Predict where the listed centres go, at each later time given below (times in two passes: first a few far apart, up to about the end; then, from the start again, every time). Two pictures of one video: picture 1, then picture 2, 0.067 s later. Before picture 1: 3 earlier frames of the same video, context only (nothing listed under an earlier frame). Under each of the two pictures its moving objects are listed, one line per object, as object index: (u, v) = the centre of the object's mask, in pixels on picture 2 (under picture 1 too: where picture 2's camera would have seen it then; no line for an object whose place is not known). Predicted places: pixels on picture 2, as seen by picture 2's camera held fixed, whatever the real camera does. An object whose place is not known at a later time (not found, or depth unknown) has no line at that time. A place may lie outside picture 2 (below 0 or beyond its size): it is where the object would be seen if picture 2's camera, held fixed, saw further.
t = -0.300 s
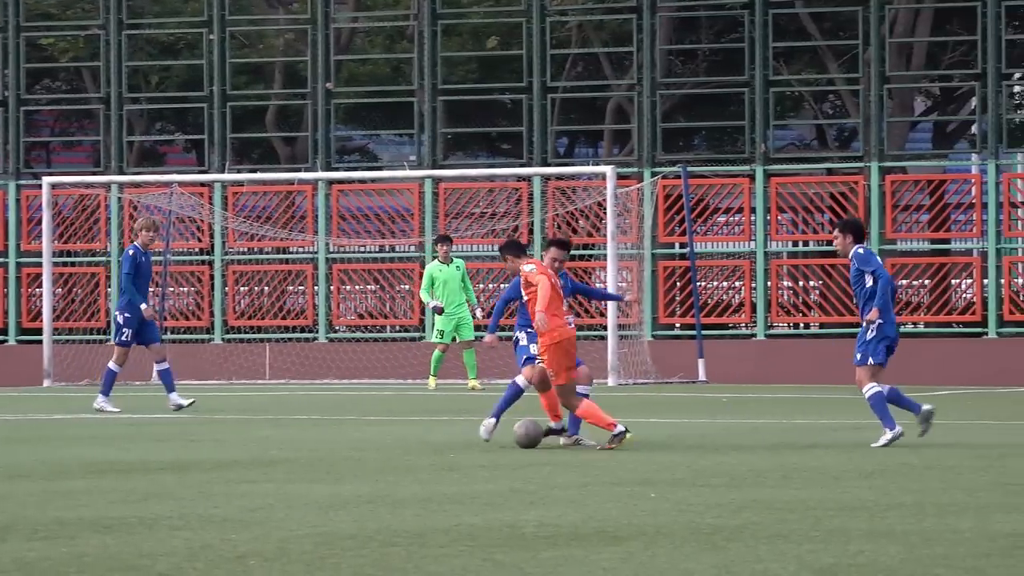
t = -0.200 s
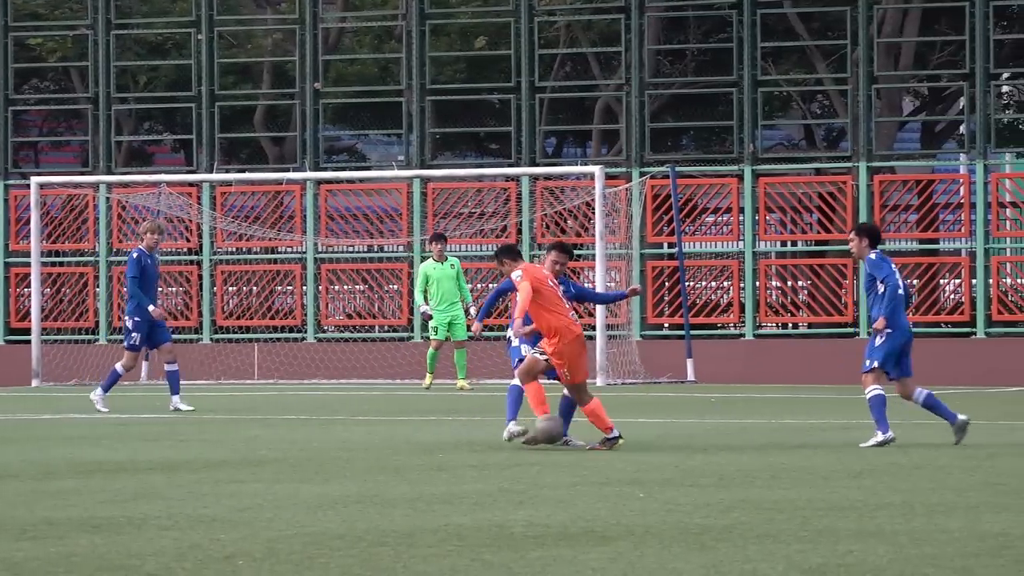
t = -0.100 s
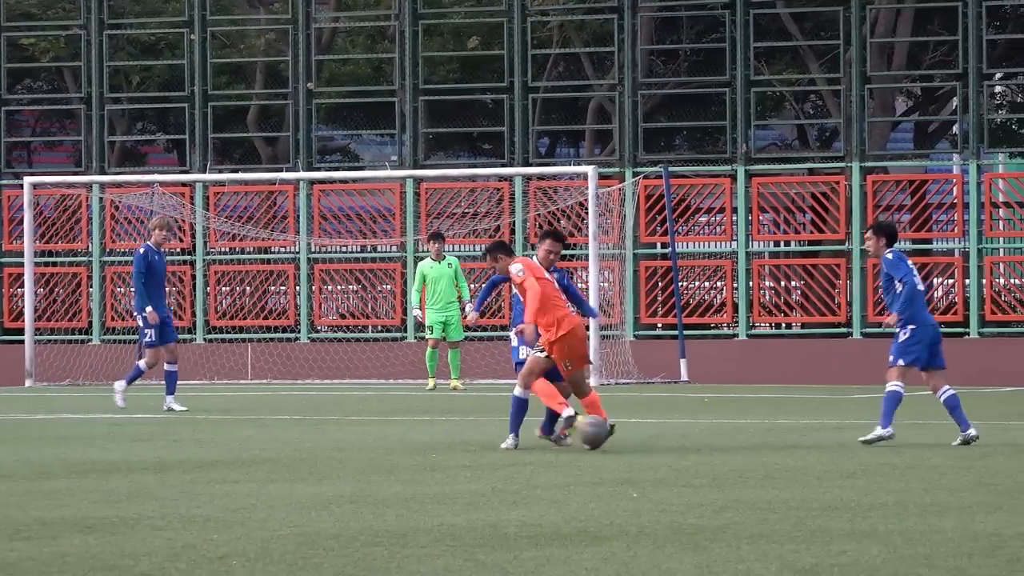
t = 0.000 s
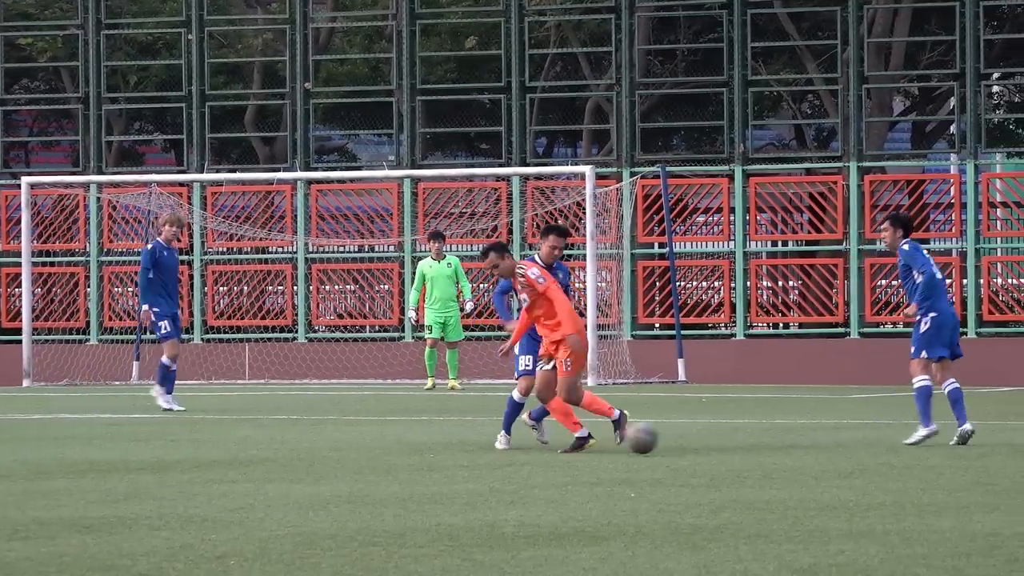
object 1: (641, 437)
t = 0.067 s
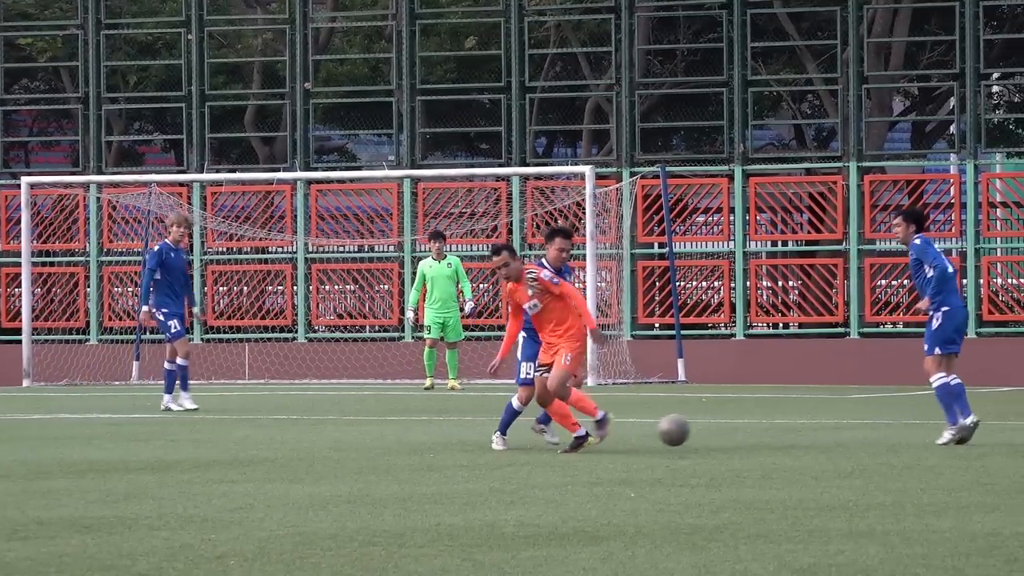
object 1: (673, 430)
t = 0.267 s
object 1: (775, 446)
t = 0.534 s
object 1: (902, 447)
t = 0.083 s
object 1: (681, 429)
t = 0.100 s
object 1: (690, 428)
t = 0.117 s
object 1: (698, 428)
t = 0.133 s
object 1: (706, 428)
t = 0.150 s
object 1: (715, 429)
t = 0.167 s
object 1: (723, 430)
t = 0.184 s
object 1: (732, 431)
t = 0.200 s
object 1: (740, 433)
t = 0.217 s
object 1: (749, 436)
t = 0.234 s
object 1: (757, 439)
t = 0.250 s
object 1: (766, 442)
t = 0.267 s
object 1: (775, 446)
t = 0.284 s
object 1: (784, 447)
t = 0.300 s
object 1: (791, 444)
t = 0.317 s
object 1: (798, 442)
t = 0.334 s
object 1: (806, 440)
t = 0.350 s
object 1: (813, 438)
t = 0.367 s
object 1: (822, 437)
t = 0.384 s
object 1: (829, 435)
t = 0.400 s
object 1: (837, 435)
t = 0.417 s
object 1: (845, 435)
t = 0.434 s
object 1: (853, 435)
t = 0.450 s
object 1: (861, 436)
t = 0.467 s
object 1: (870, 437)
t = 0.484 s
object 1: (877, 439)
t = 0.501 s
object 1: (885, 441)
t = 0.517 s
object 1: (893, 443)
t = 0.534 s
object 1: (902, 447)
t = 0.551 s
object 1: (910, 450)
